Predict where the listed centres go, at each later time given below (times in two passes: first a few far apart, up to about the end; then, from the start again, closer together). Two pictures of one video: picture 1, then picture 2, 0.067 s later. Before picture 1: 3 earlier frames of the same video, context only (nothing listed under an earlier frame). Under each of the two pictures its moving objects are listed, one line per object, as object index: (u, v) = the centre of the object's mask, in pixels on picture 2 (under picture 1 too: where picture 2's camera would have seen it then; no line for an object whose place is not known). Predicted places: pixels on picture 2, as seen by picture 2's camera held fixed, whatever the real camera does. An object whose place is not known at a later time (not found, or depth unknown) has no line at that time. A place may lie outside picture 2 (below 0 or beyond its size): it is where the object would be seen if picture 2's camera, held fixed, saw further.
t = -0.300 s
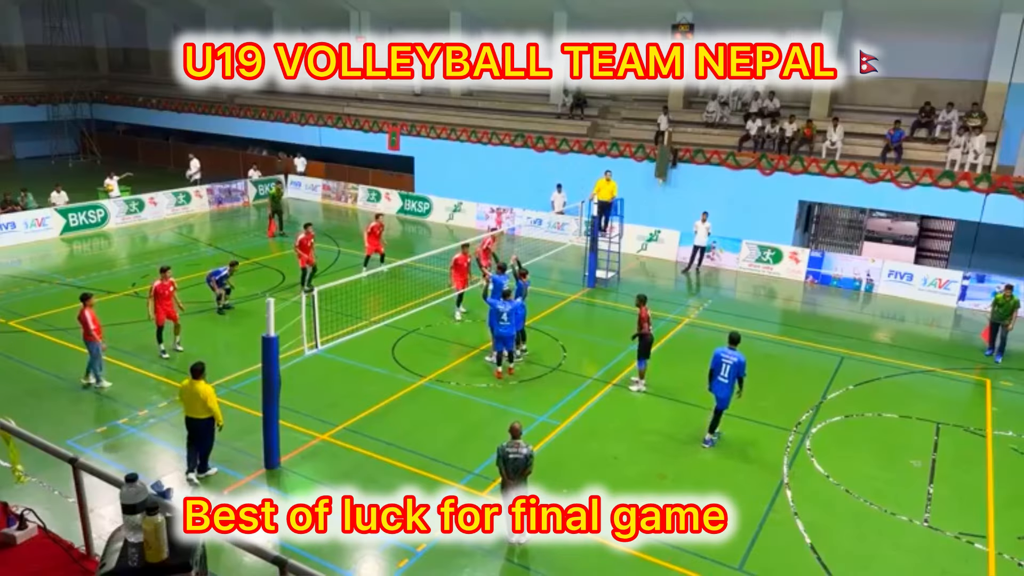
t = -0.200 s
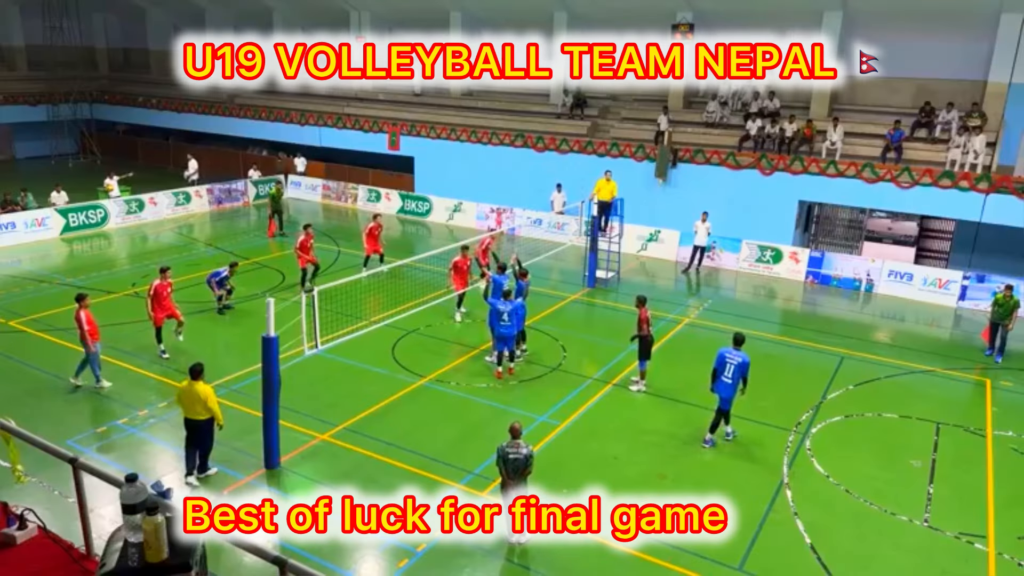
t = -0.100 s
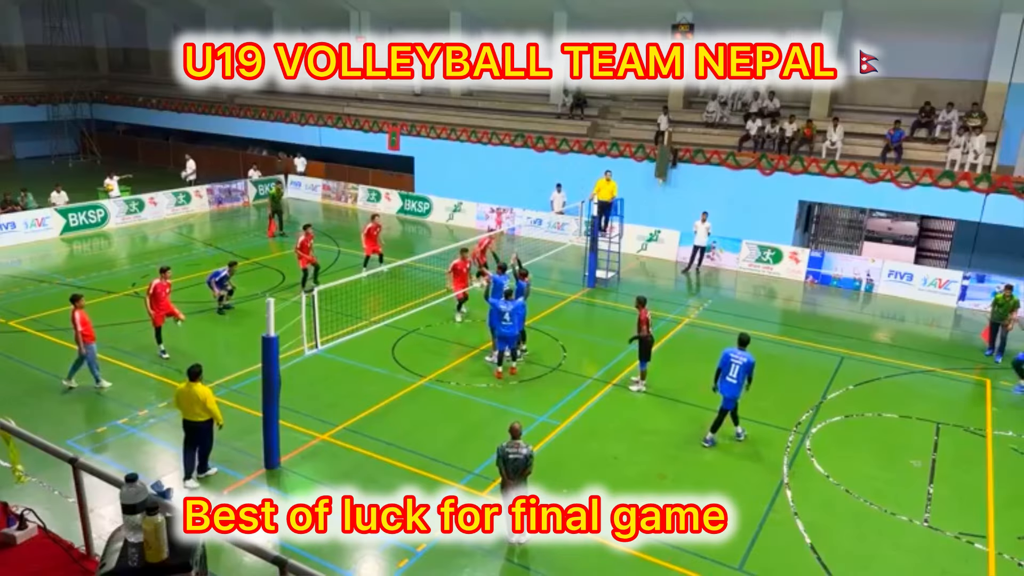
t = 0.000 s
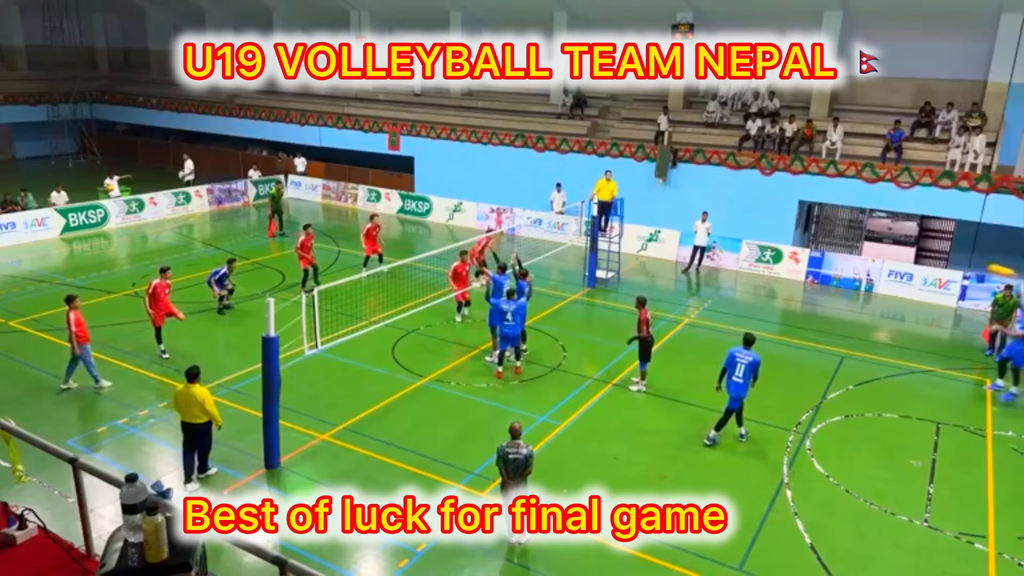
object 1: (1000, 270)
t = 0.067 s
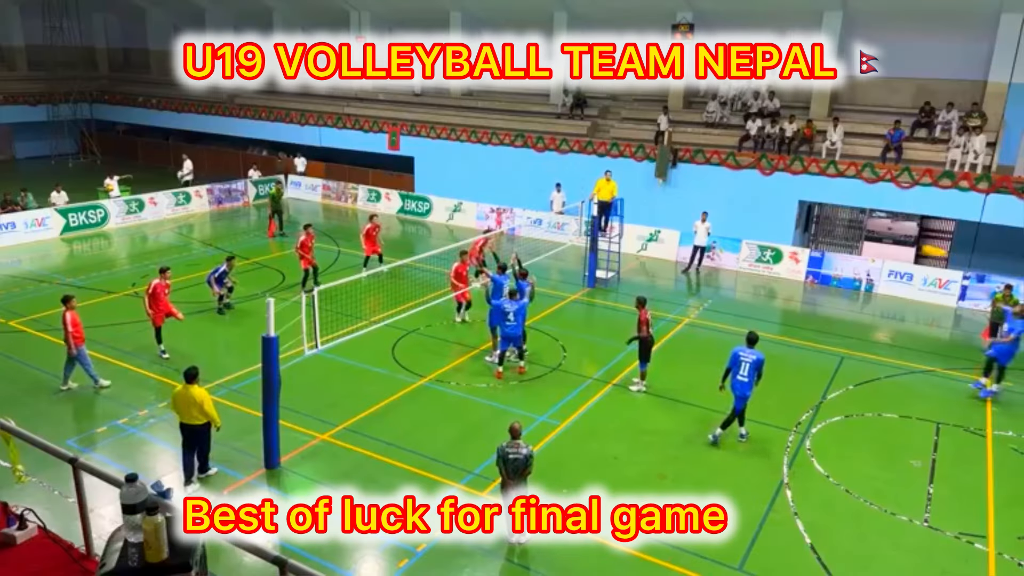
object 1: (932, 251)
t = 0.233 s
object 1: (778, 216)
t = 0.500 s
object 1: (559, 188)
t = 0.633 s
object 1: (464, 186)
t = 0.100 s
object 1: (901, 242)
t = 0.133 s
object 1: (870, 236)
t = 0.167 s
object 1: (839, 228)
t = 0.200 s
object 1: (809, 222)
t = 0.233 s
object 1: (778, 216)
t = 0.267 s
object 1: (748, 210)
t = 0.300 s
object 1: (720, 206)
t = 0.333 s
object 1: (691, 202)
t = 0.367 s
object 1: (663, 198)
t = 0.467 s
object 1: (584, 189)
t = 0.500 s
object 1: (559, 188)
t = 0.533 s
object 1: (534, 187)
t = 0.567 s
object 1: (510, 186)
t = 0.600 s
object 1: (487, 186)
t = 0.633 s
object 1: (464, 186)
